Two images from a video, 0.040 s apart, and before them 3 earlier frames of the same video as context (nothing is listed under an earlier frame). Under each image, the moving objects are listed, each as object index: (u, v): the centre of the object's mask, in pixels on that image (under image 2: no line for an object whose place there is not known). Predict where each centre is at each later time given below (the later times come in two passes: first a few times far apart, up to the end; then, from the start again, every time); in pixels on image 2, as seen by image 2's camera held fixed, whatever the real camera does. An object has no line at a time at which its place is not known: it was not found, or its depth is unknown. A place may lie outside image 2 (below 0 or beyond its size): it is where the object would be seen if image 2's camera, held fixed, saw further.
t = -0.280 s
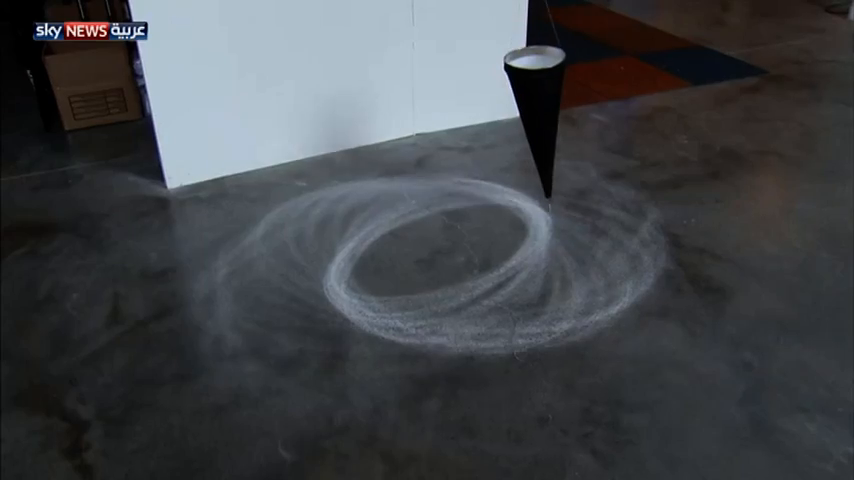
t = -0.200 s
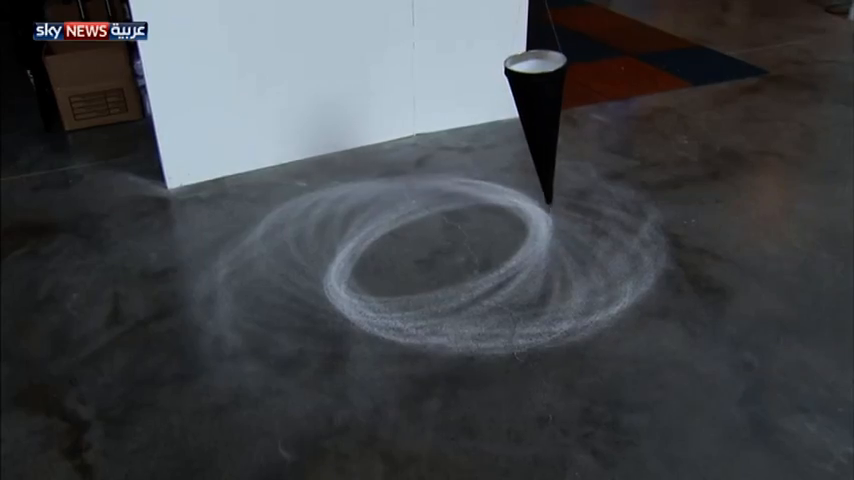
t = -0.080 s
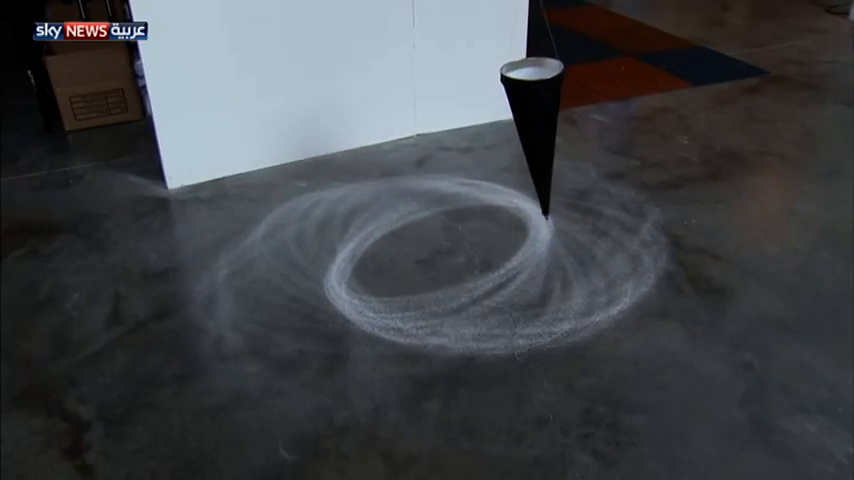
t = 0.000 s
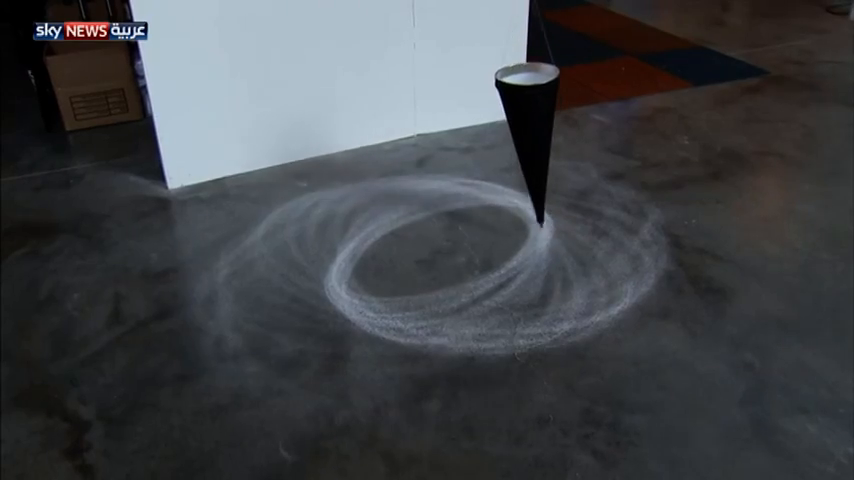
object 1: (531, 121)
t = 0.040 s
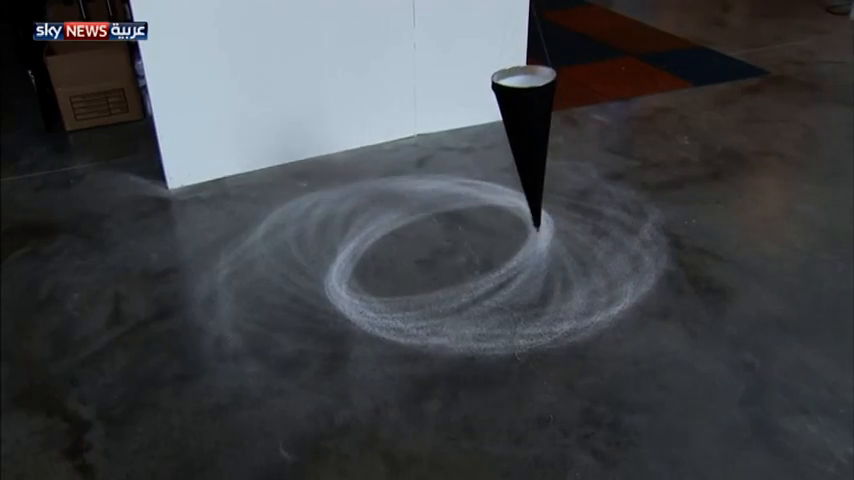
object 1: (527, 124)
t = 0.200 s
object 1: (508, 136)
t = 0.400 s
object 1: (472, 149)
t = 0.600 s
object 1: (430, 156)
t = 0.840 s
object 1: (382, 157)
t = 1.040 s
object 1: (354, 151)
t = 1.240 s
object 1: (342, 143)
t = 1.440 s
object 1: (348, 132)
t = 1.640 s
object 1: (369, 120)
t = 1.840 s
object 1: (399, 109)
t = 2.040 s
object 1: (435, 100)
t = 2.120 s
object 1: (450, 97)
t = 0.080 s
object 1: (523, 127)
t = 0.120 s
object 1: (519, 130)
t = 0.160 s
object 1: (513, 133)
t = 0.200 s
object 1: (508, 136)
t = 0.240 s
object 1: (501, 139)
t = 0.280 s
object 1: (494, 141)
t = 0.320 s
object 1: (487, 144)
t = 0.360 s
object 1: (480, 147)
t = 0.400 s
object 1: (472, 149)
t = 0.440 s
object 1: (464, 151)
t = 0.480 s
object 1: (455, 153)
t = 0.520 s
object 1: (447, 154)
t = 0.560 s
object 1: (438, 155)
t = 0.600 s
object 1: (430, 156)
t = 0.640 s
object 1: (421, 157)
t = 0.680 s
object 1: (413, 158)
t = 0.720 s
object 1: (405, 158)
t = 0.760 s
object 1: (397, 158)
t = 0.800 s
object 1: (389, 158)
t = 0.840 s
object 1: (382, 157)
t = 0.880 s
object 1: (375, 156)
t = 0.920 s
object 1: (369, 155)
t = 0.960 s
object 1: (363, 154)
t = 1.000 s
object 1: (358, 153)
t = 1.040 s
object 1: (354, 151)
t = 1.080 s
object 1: (350, 150)
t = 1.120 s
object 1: (347, 148)
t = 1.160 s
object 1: (345, 147)
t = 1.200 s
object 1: (343, 145)
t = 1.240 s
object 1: (342, 143)
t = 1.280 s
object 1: (342, 141)
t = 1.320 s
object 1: (343, 138)
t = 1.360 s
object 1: (344, 136)
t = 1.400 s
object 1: (346, 134)
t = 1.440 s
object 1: (348, 132)
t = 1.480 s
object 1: (351, 129)
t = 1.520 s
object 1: (355, 127)
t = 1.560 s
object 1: (359, 125)
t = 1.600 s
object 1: (364, 122)
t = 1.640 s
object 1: (369, 120)
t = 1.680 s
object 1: (374, 118)
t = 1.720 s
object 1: (380, 116)
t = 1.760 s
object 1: (386, 113)
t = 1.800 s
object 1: (393, 111)
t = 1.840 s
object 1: (399, 109)
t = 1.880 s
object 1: (406, 107)
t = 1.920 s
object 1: (413, 105)
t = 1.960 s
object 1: (420, 103)
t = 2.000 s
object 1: (427, 102)
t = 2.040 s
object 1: (435, 100)
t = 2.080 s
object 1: (442, 98)
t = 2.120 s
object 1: (450, 97)
